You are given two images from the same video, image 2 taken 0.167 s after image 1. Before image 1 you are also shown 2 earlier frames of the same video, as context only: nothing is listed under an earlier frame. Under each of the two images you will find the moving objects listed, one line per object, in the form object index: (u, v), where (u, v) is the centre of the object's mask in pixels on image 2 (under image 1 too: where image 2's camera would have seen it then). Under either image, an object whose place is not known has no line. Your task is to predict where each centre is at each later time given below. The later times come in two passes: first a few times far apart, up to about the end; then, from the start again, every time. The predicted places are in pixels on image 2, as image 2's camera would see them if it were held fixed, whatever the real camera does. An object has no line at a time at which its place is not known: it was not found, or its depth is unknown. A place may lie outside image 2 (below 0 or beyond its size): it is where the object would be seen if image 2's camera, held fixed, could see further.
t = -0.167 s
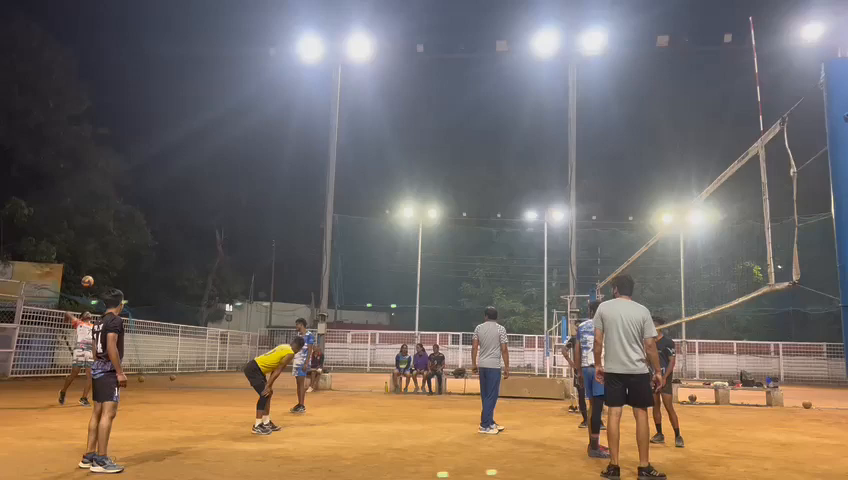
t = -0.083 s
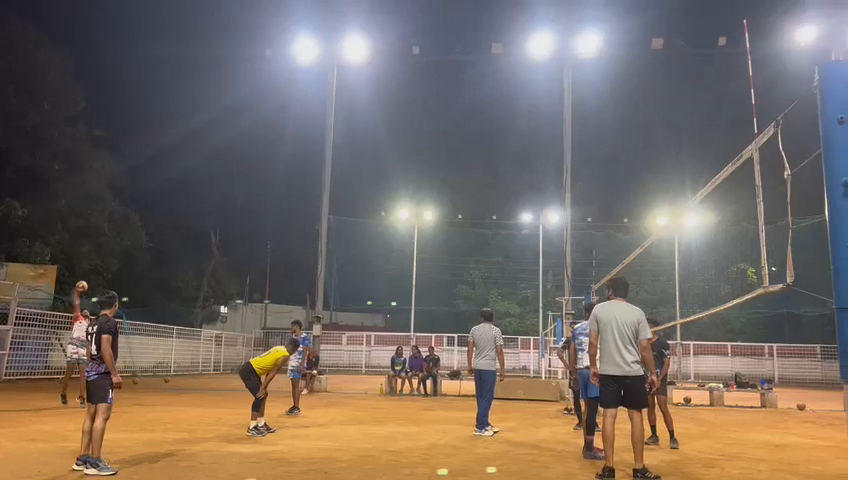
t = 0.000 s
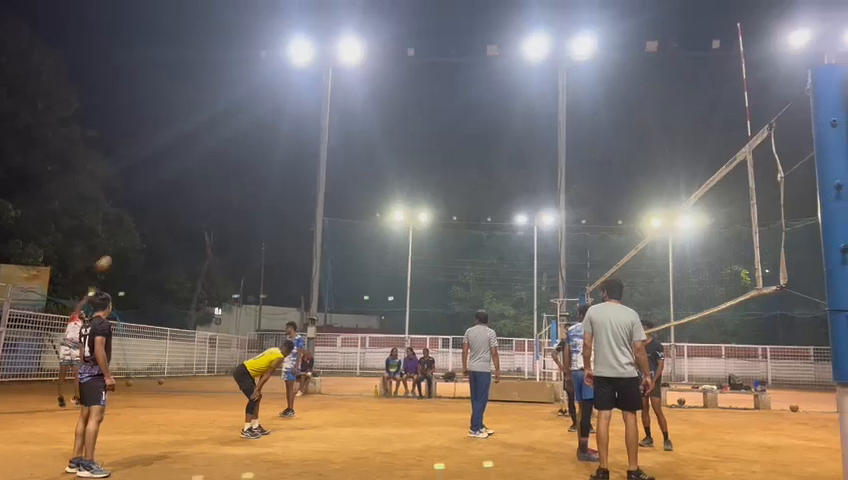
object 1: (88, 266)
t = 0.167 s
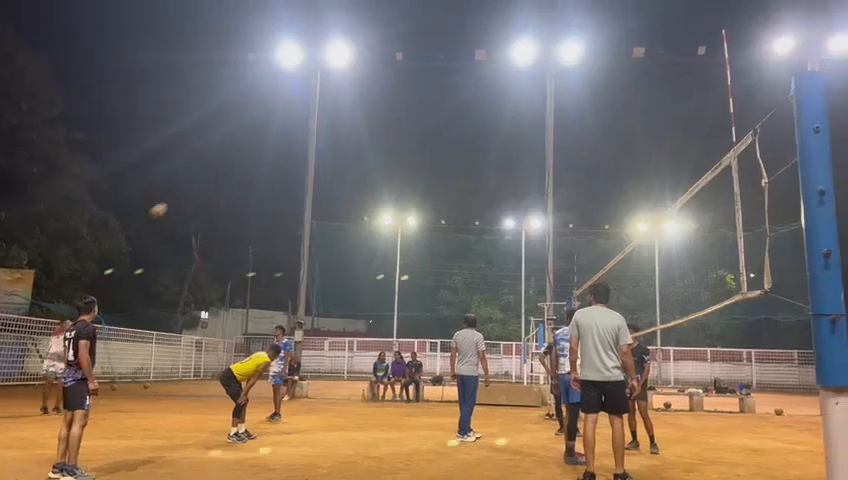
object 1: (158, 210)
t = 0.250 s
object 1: (193, 186)
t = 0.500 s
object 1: (299, 137)
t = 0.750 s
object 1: (415, 127)
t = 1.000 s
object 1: (540, 152)
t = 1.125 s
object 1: (610, 182)
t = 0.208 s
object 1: (176, 198)
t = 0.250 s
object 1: (193, 186)
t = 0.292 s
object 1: (211, 176)
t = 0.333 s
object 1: (228, 166)
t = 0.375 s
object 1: (246, 157)
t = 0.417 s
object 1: (264, 149)
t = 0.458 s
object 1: (282, 142)
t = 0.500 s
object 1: (299, 137)
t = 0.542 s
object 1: (319, 132)
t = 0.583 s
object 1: (336, 129)
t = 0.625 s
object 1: (355, 126)
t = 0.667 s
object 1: (375, 126)
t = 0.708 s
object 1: (395, 125)
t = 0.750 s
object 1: (415, 127)
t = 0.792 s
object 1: (435, 129)
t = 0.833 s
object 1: (455, 132)
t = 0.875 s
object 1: (476, 135)
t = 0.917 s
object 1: (498, 140)
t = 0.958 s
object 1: (520, 145)
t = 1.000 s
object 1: (540, 152)
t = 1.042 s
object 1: (564, 161)
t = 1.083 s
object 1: (588, 170)
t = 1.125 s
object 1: (610, 182)
